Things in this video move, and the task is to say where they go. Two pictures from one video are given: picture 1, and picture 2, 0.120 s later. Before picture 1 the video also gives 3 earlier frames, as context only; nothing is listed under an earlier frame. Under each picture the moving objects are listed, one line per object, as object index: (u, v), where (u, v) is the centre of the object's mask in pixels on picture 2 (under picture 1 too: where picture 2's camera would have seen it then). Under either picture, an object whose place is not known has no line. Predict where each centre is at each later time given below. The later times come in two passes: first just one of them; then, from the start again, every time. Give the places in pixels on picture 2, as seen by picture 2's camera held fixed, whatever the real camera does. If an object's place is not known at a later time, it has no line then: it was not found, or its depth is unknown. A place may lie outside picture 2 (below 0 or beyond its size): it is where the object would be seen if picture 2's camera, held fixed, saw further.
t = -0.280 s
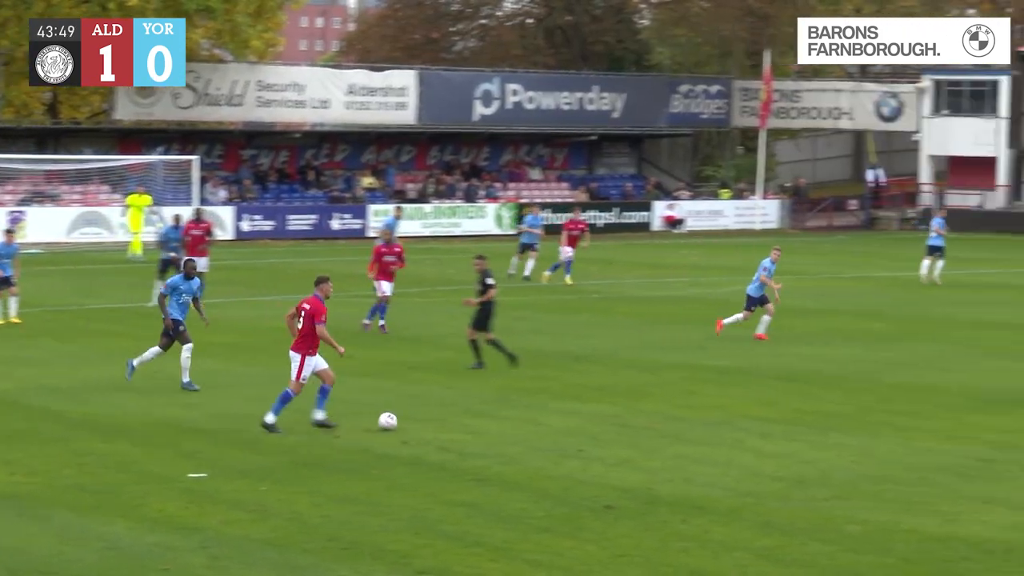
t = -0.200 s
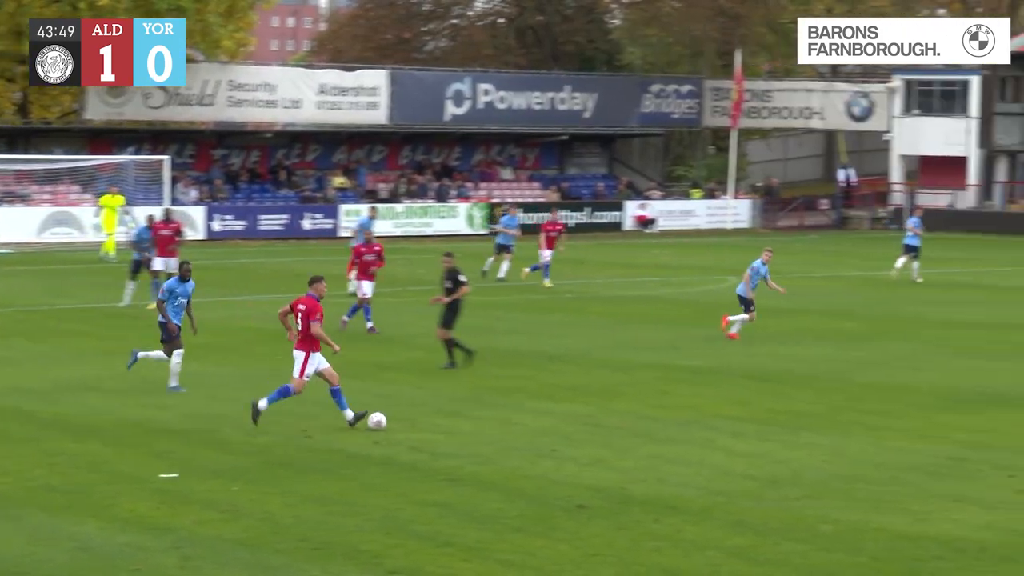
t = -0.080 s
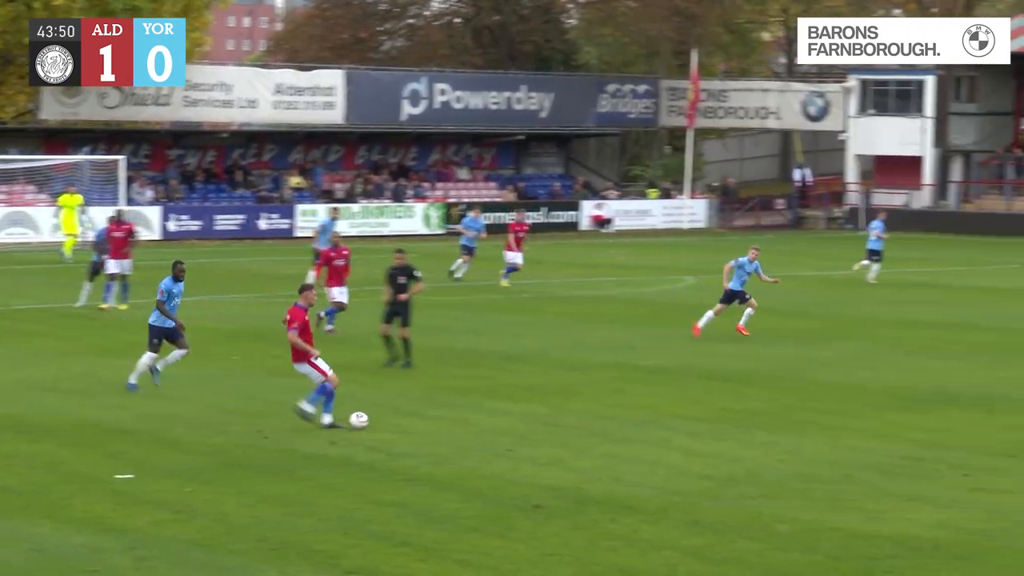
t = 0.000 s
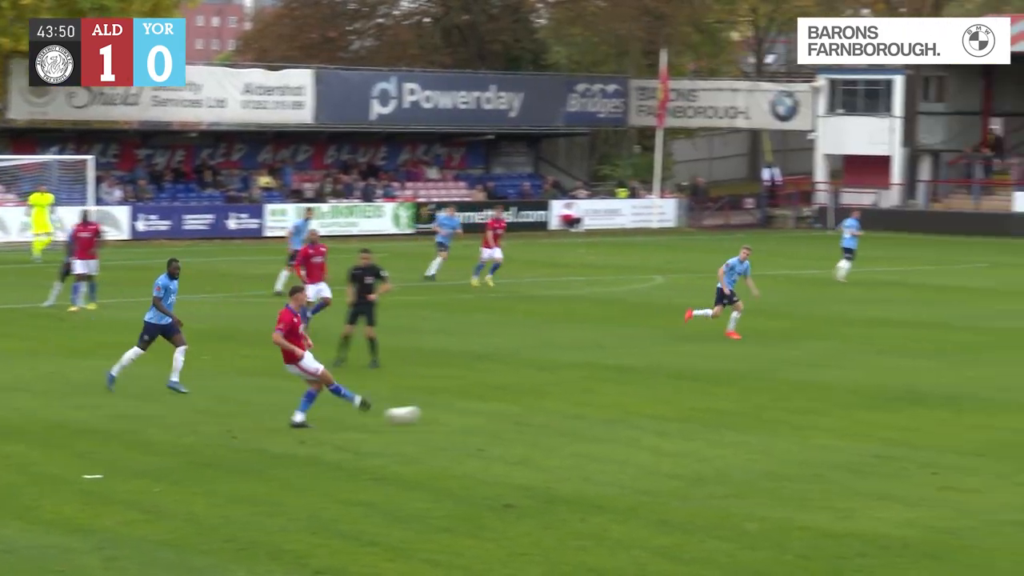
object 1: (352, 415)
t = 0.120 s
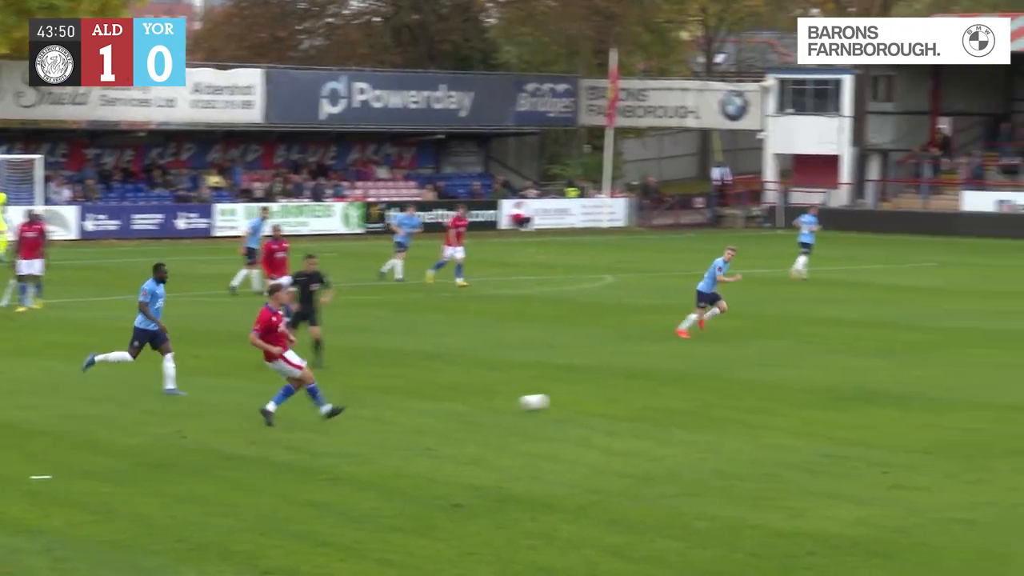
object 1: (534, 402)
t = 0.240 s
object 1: (686, 391)
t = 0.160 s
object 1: (588, 398)
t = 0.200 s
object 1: (638, 395)
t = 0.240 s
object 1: (686, 391)
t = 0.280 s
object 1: (732, 389)
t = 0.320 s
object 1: (776, 386)
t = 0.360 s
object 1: (815, 381)
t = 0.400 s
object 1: (855, 378)
